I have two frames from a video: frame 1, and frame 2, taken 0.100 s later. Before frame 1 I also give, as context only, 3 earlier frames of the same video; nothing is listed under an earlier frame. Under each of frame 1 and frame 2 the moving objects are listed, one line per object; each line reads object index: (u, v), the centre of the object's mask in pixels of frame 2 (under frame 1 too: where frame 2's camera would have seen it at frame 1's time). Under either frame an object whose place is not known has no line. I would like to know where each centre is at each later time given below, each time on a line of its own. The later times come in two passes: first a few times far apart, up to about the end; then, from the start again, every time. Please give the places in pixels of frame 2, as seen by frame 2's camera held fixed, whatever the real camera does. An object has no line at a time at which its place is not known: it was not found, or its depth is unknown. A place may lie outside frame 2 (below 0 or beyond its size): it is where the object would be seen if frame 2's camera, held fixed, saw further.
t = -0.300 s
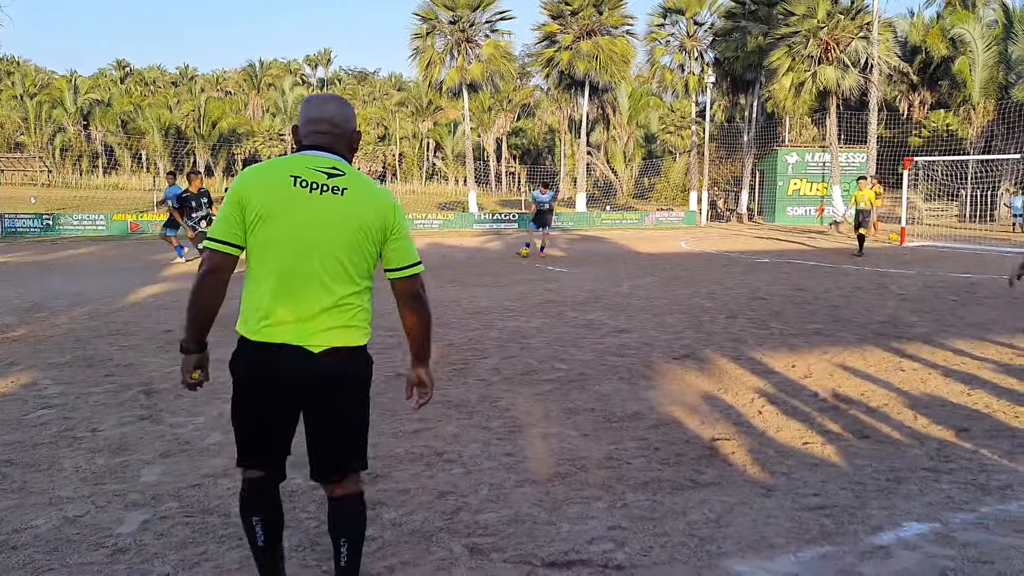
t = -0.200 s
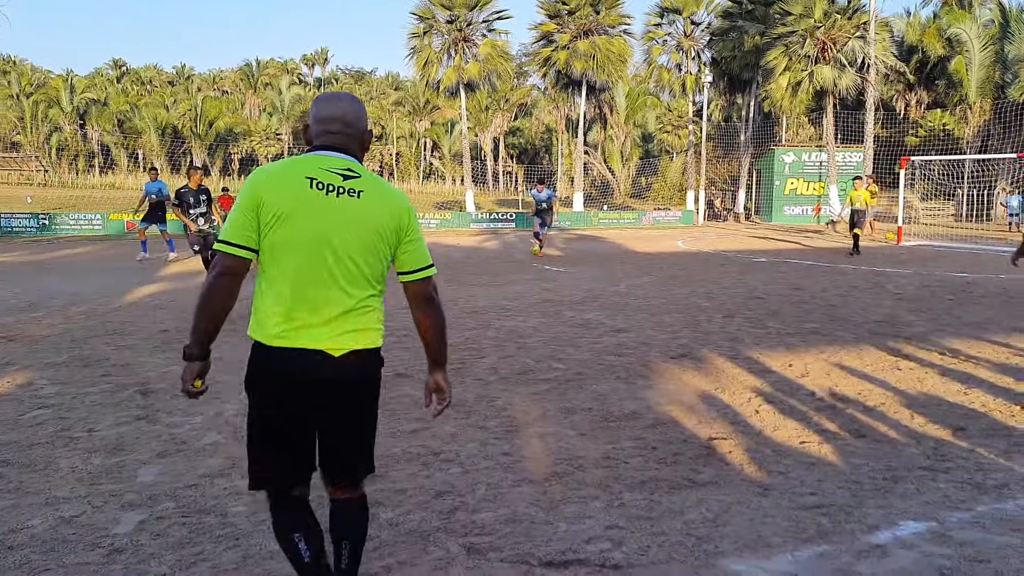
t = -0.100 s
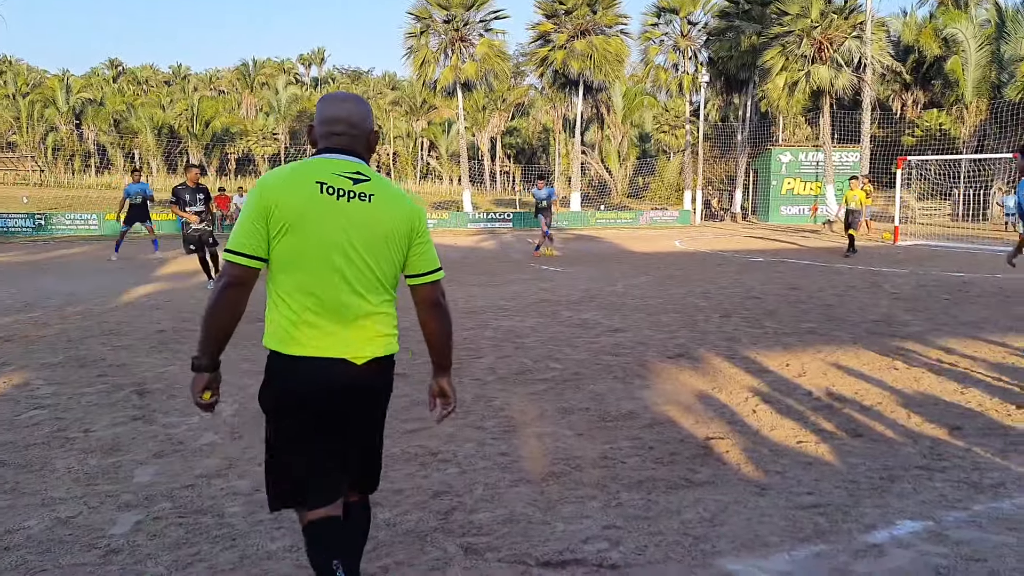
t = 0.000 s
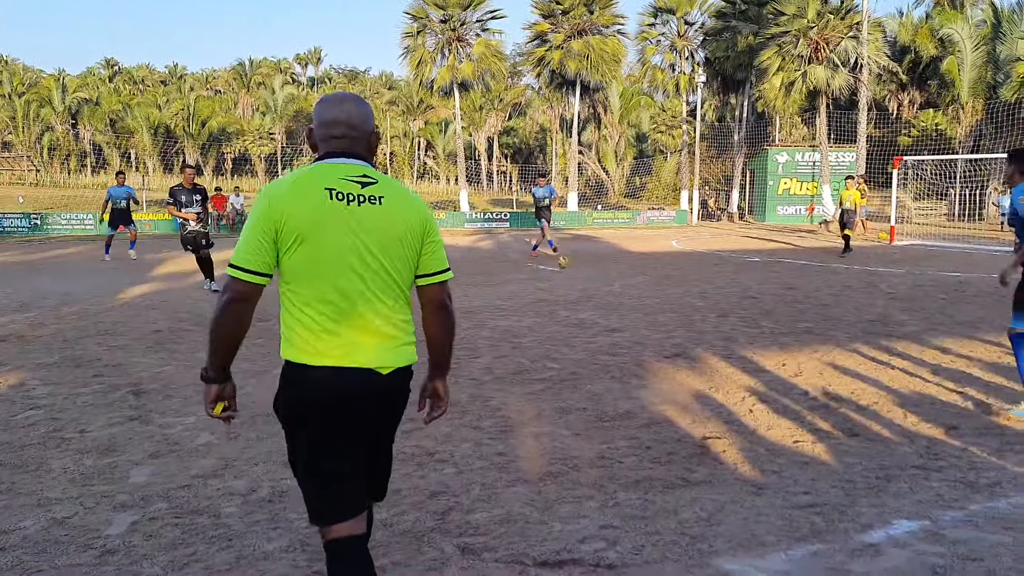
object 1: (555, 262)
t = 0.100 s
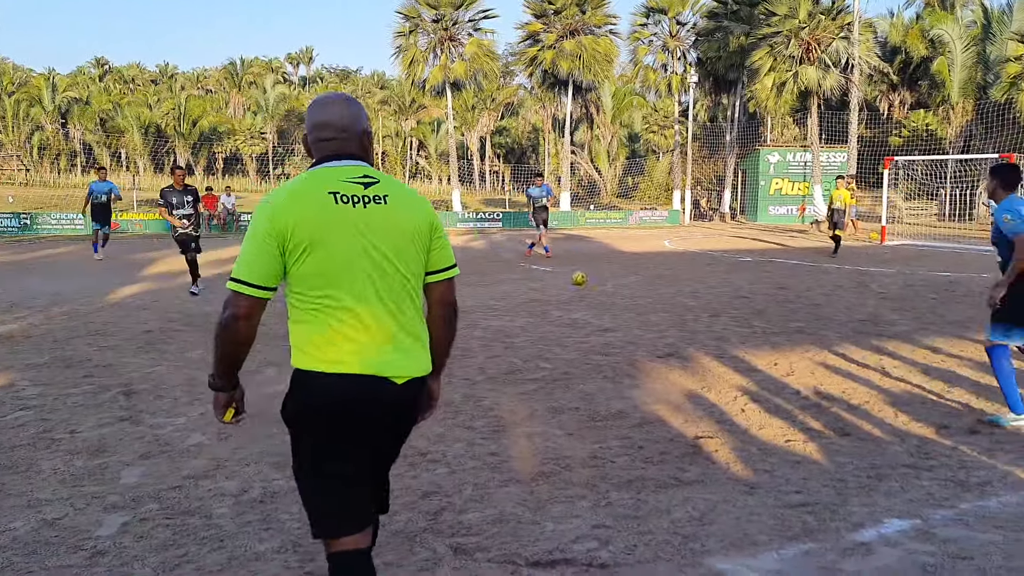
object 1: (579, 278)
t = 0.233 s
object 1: (610, 283)
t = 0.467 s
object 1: (679, 311)
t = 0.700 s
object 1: (762, 329)
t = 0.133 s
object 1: (586, 279)
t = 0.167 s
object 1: (594, 279)
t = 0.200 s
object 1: (602, 280)
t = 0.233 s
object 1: (610, 283)
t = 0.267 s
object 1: (620, 286)
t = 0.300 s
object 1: (629, 292)
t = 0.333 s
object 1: (639, 298)
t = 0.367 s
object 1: (648, 300)
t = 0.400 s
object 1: (659, 302)
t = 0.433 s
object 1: (668, 306)
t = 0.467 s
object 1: (679, 311)
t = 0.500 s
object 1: (690, 314)
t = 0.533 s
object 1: (702, 318)
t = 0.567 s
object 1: (713, 323)
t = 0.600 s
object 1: (725, 323)
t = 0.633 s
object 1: (737, 324)
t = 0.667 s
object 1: (749, 326)
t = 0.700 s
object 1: (762, 329)
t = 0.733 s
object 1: (775, 334)
